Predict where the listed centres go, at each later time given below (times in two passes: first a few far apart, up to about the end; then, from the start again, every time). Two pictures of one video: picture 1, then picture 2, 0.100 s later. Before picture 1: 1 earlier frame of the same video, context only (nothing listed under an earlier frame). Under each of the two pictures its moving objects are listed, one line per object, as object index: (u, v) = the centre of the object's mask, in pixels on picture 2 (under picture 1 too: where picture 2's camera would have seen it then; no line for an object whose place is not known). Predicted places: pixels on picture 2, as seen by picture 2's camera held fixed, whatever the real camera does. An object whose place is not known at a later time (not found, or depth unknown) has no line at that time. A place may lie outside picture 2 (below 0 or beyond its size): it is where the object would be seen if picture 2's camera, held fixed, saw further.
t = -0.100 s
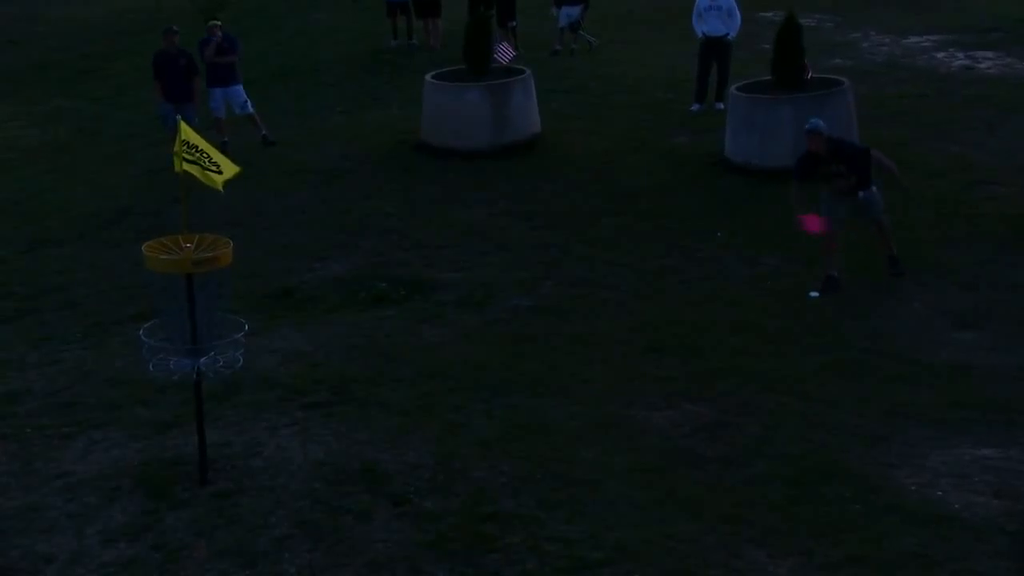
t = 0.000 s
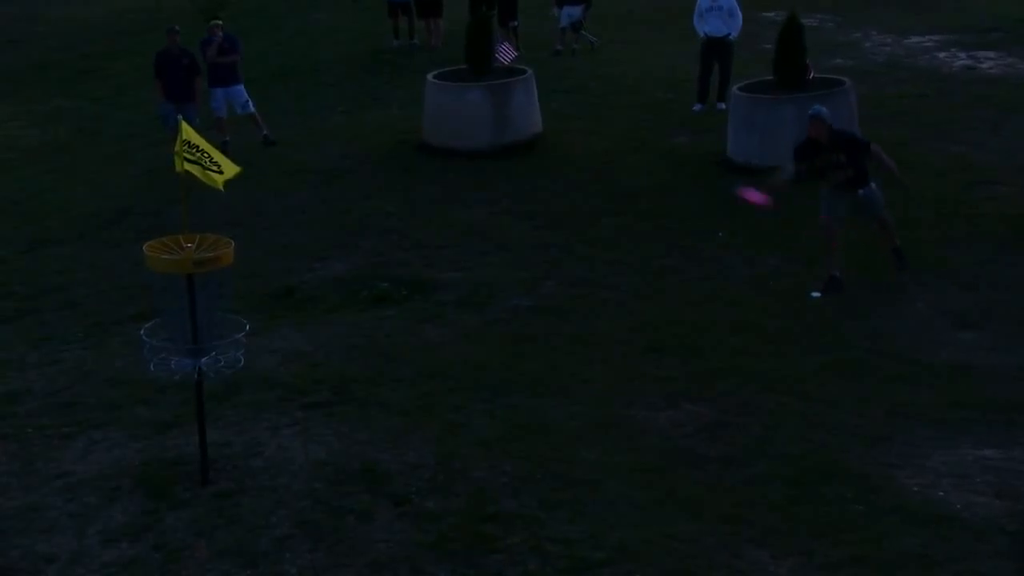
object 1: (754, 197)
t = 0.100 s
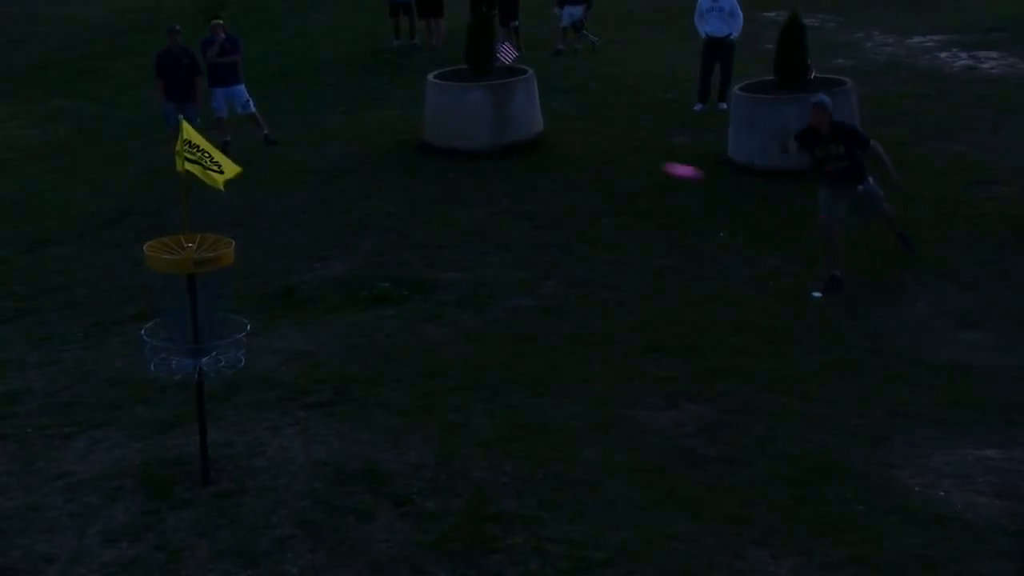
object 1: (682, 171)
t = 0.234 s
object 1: (574, 162)
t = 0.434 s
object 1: (392, 202)
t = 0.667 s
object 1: (221, 288)
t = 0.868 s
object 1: (219, 322)
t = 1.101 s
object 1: (226, 356)
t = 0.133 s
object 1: (658, 166)
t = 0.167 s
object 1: (631, 162)
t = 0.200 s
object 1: (605, 161)
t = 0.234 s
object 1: (574, 162)
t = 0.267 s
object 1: (547, 165)
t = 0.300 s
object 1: (517, 169)
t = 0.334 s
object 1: (486, 175)
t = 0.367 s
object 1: (453, 183)
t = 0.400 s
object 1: (421, 192)
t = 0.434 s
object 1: (392, 202)
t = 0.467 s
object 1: (359, 214)
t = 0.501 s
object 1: (327, 228)
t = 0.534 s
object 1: (292, 244)
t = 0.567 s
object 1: (260, 258)
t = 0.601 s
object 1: (237, 272)
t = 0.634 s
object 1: (227, 281)
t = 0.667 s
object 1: (221, 288)
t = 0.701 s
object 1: (218, 292)
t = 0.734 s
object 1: (217, 297)
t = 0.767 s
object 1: (217, 302)
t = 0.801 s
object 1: (217, 308)
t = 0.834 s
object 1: (218, 315)
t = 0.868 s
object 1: (219, 322)
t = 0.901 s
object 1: (220, 329)
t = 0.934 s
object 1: (222, 340)
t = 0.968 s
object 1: (223, 348)
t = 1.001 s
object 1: (226, 354)
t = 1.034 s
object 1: (227, 355)
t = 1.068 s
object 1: (227, 355)
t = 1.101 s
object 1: (226, 356)
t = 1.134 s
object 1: (224, 357)
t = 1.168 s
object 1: (223, 357)
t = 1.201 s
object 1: (222, 358)
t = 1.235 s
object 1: (222, 358)
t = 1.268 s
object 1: (222, 358)
